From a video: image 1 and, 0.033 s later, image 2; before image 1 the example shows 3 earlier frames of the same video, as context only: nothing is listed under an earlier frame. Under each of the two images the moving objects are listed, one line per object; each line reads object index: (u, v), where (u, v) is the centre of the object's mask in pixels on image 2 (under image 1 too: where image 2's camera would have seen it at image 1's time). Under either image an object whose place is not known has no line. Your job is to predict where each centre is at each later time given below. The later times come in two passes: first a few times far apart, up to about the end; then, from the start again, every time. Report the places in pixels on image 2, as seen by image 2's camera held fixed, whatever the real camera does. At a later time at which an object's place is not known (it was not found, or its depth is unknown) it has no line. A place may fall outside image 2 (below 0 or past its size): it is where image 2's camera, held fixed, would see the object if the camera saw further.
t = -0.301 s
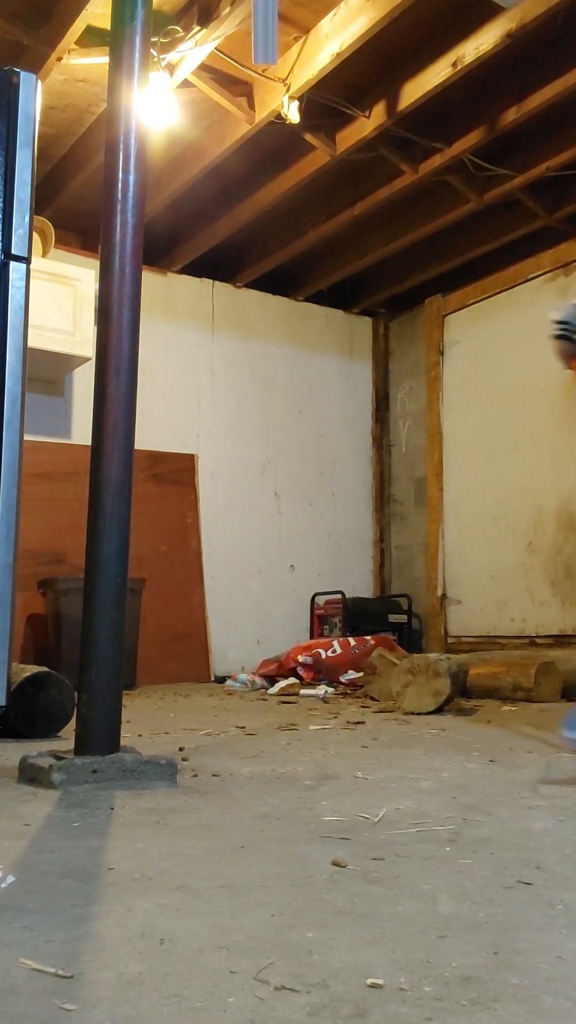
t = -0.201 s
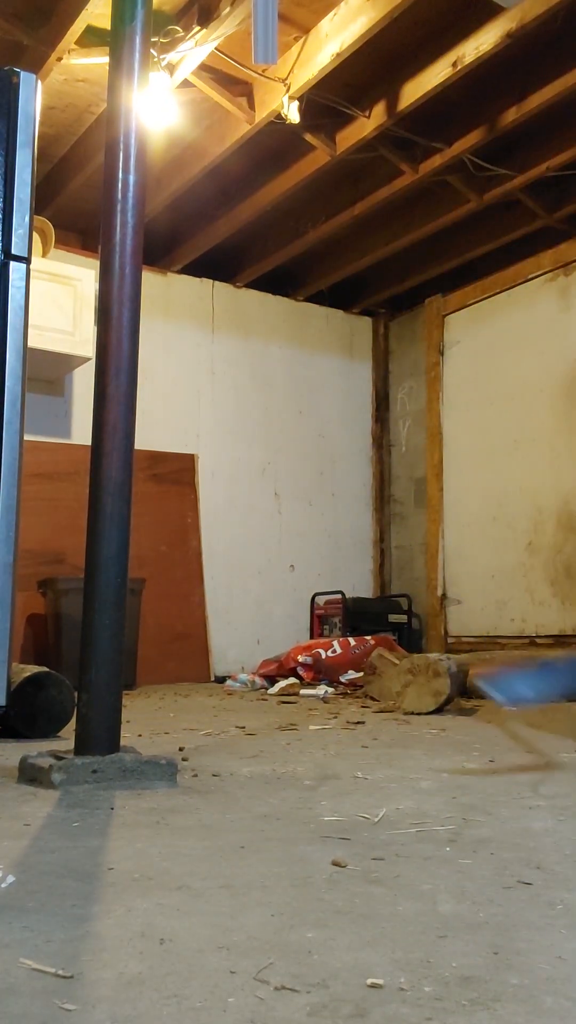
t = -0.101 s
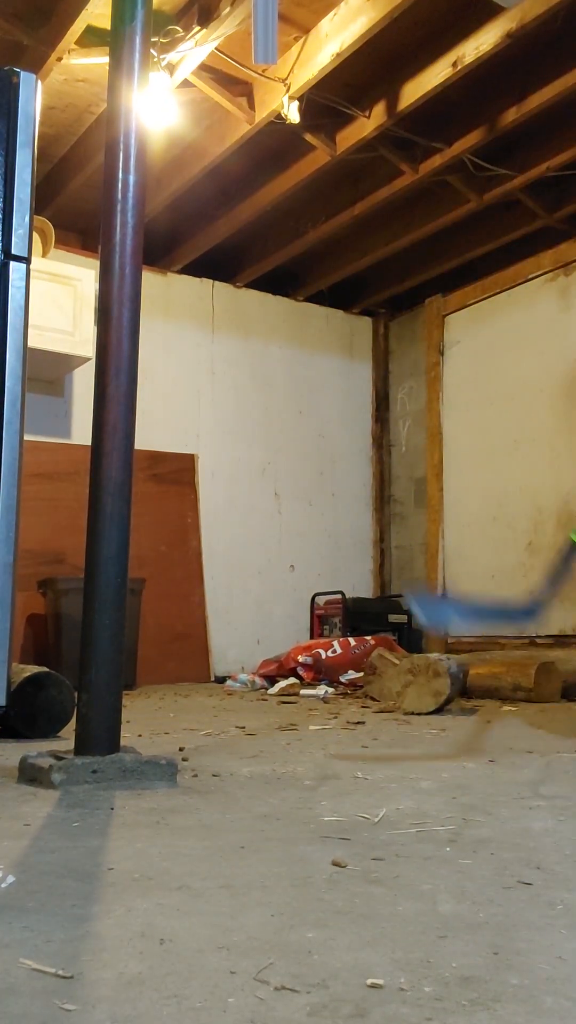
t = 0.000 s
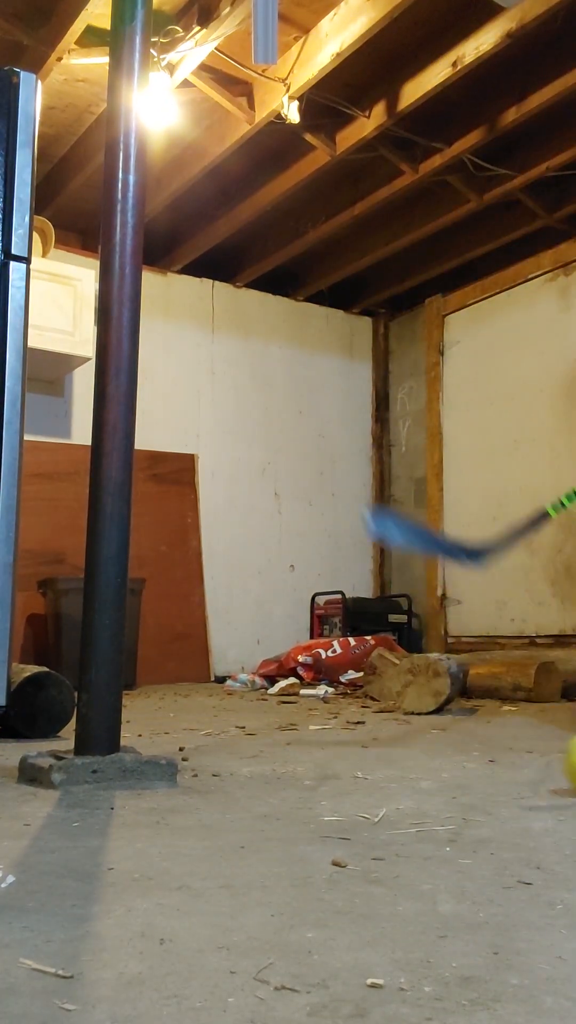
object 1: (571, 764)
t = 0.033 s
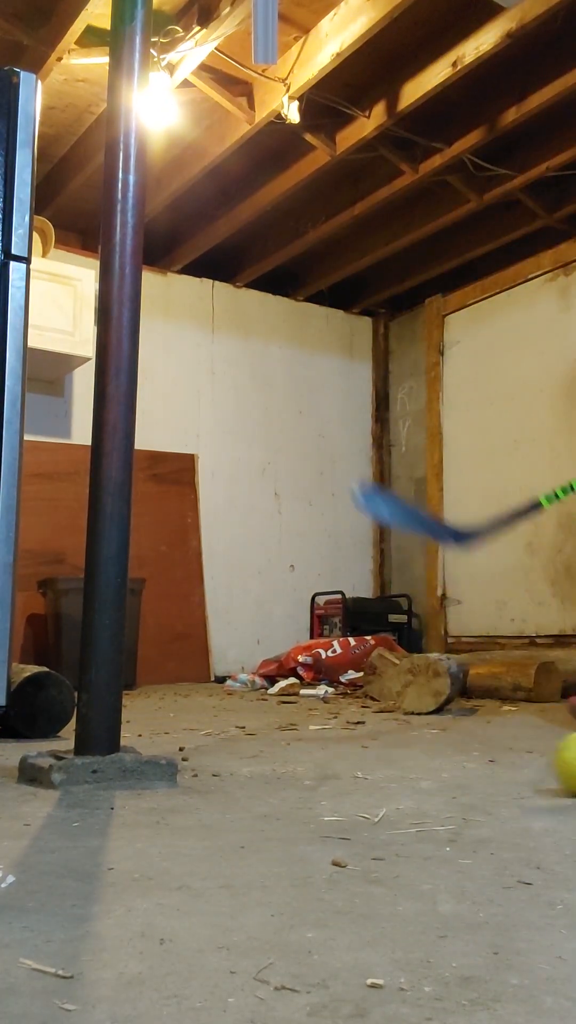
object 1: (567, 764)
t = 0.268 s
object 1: (509, 762)
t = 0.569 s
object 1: (423, 763)
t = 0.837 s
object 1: (353, 763)
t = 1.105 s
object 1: (293, 763)
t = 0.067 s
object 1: (560, 764)
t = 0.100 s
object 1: (555, 762)
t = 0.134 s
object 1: (549, 763)
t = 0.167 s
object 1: (540, 763)
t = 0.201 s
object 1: (529, 763)
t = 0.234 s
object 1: (519, 762)
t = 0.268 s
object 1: (509, 762)
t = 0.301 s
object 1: (498, 762)
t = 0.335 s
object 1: (489, 763)
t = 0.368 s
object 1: (479, 763)
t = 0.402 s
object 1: (469, 762)
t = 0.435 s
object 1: (460, 762)
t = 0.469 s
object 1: (451, 762)
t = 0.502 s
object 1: (442, 762)
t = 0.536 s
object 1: (433, 762)
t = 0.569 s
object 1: (423, 763)
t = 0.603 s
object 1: (414, 763)
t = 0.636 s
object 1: (405, 763)
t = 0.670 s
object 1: (396, 763)
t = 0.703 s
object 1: (387, 762)
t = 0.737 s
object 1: (379, 762)
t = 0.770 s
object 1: (370, 763)
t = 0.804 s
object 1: (361, 763)
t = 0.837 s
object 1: (353, 763)
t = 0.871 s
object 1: (345, 763)
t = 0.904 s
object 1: (337, 763)
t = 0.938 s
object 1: (330, 763)
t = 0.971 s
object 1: (322, 763)
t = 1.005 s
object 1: (314, 763)
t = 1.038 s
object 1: (306, 763)
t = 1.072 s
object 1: (300, 763)
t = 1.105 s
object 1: (293, 763)
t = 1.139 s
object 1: (286, 763)
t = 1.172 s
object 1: (280, 763)
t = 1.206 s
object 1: (274, 763)
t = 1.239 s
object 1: (268, 763)
